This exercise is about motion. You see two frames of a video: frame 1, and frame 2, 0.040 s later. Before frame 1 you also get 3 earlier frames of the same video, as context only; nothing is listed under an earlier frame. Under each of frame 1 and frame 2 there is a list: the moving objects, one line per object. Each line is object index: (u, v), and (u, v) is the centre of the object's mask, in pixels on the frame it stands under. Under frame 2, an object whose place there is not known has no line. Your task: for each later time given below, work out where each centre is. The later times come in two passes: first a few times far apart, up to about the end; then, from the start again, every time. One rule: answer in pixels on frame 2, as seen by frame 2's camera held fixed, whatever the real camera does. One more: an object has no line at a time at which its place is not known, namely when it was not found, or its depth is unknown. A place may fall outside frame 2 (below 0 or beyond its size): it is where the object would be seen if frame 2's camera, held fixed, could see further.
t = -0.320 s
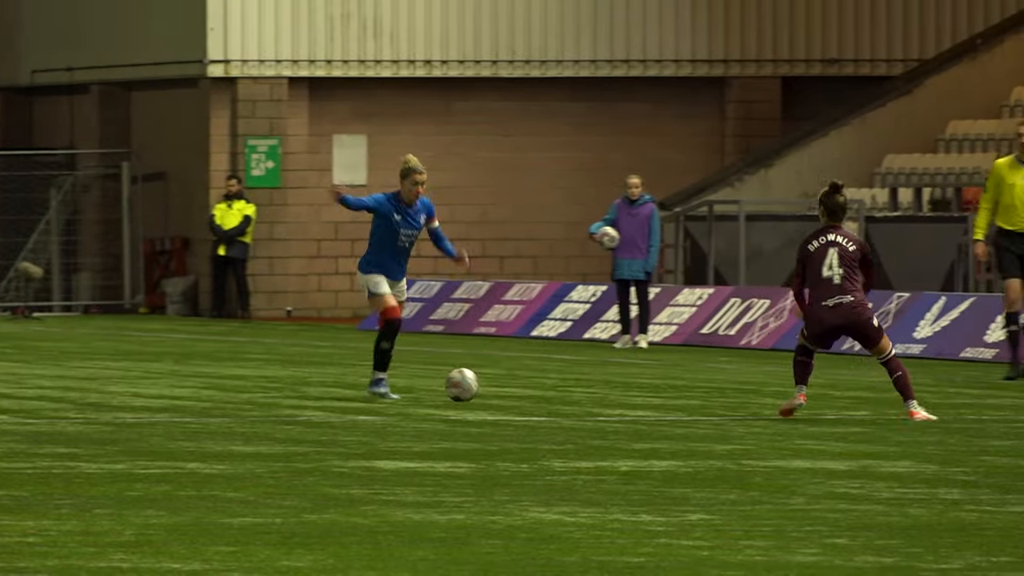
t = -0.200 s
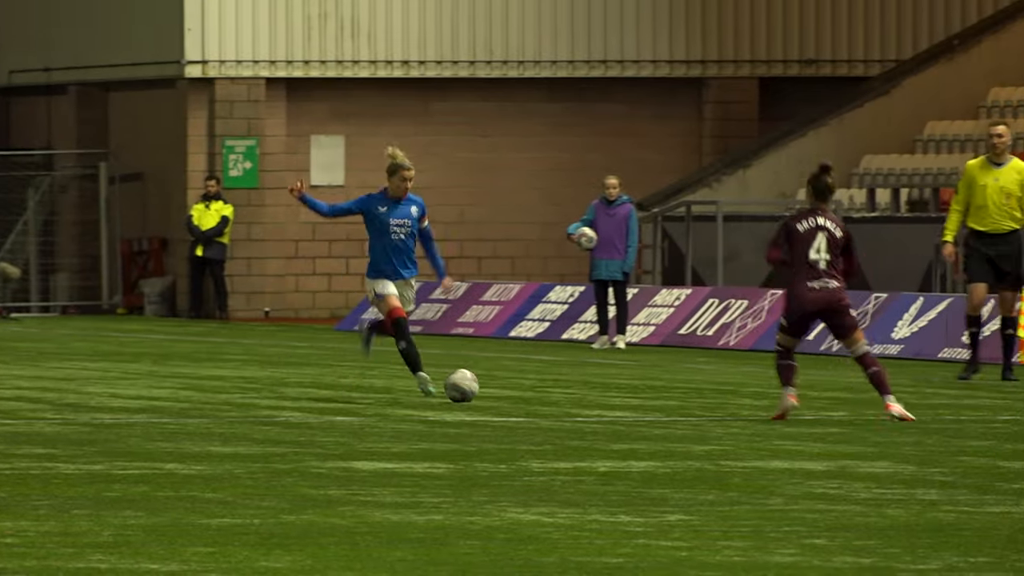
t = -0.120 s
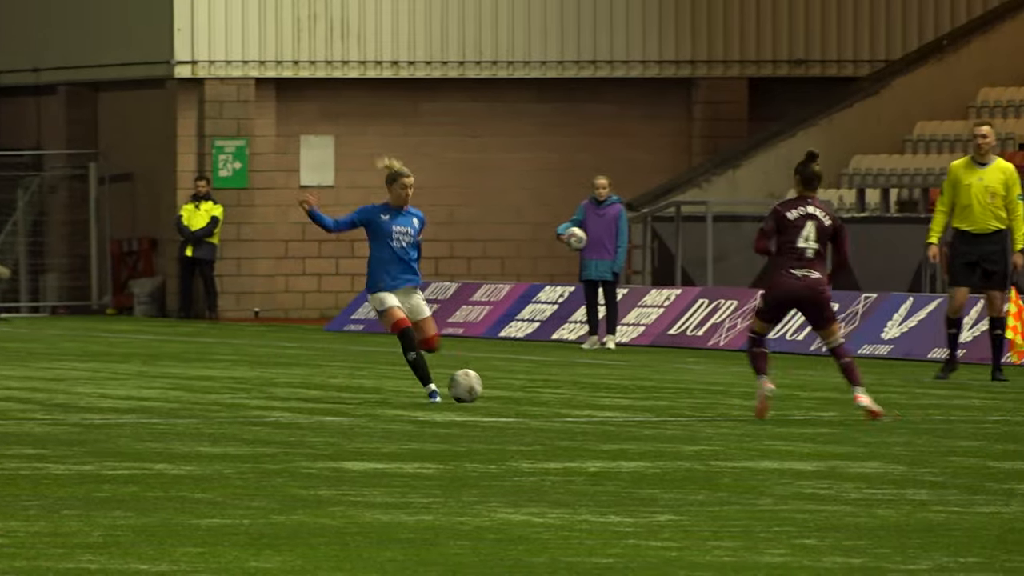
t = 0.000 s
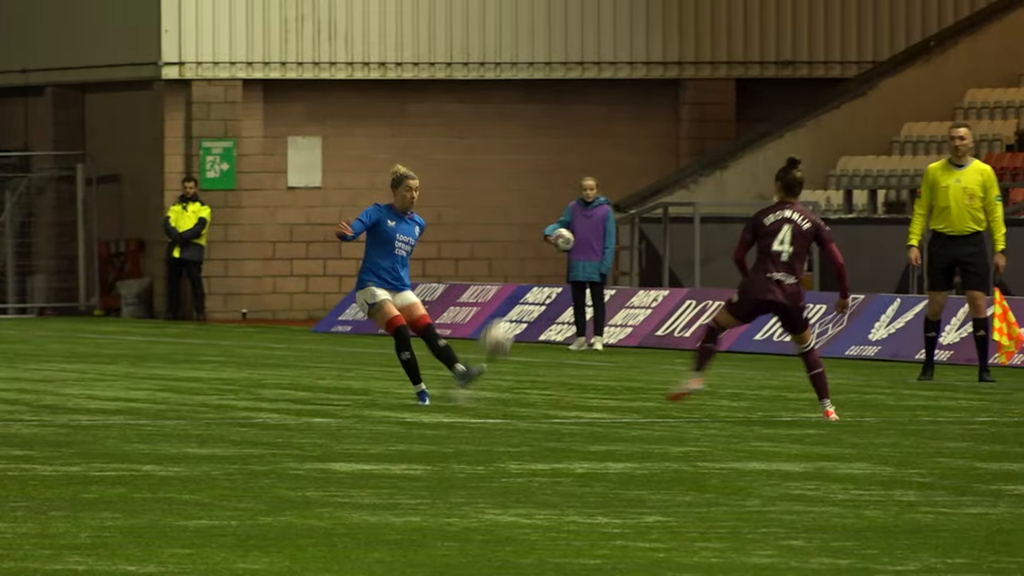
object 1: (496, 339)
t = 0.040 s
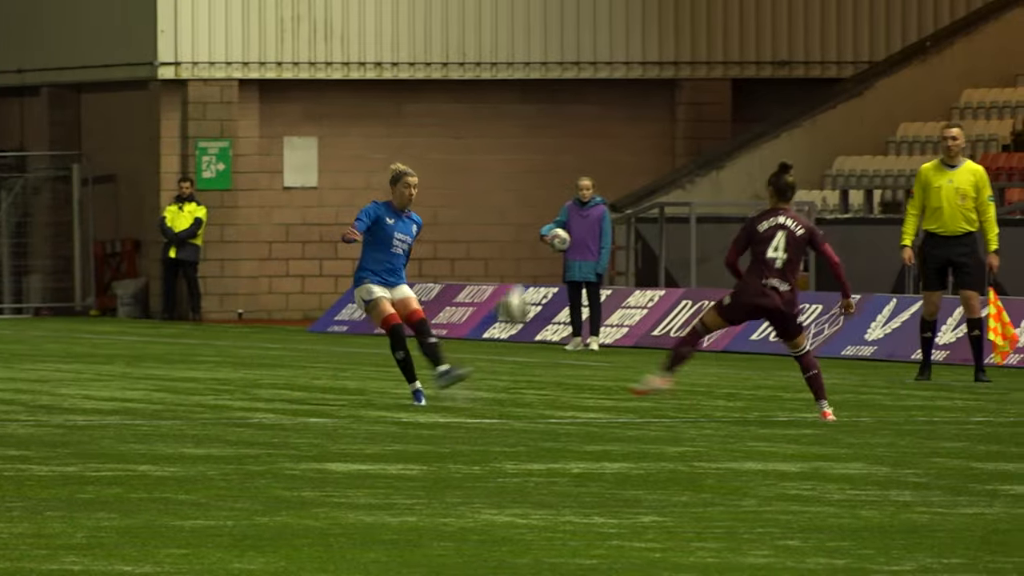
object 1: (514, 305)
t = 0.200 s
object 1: (593, 190)
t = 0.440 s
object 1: (687, 78)
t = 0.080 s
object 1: (534, 273)
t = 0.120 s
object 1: (555, 244)
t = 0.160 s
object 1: (574, 216)
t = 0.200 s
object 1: (593, 190)
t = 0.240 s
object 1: (611, 165)
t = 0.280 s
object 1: (628, 144)
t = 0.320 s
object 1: (644, 123)
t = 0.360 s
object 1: (662, 104)
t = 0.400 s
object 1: (675, 89)
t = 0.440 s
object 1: (687, 78)
